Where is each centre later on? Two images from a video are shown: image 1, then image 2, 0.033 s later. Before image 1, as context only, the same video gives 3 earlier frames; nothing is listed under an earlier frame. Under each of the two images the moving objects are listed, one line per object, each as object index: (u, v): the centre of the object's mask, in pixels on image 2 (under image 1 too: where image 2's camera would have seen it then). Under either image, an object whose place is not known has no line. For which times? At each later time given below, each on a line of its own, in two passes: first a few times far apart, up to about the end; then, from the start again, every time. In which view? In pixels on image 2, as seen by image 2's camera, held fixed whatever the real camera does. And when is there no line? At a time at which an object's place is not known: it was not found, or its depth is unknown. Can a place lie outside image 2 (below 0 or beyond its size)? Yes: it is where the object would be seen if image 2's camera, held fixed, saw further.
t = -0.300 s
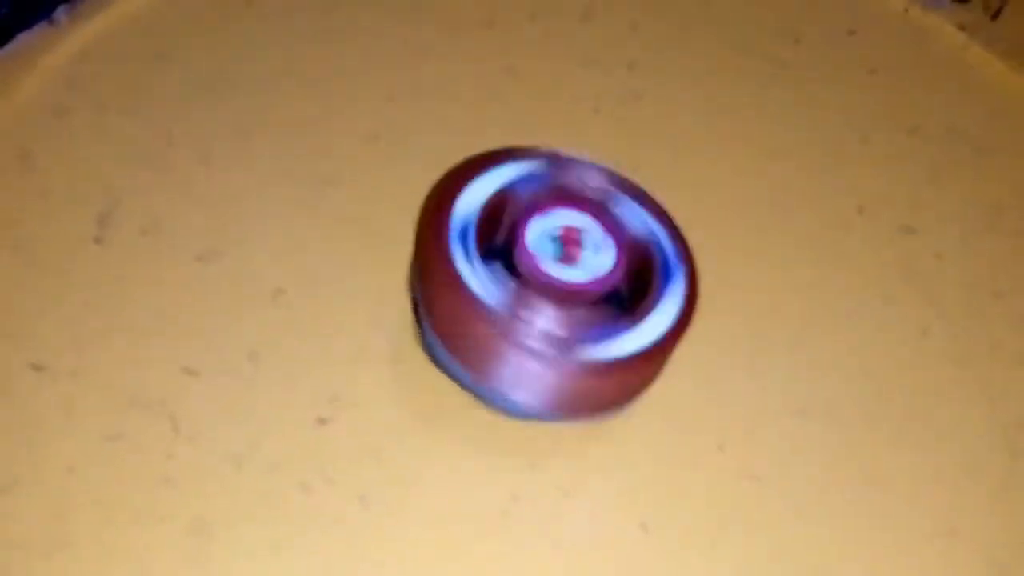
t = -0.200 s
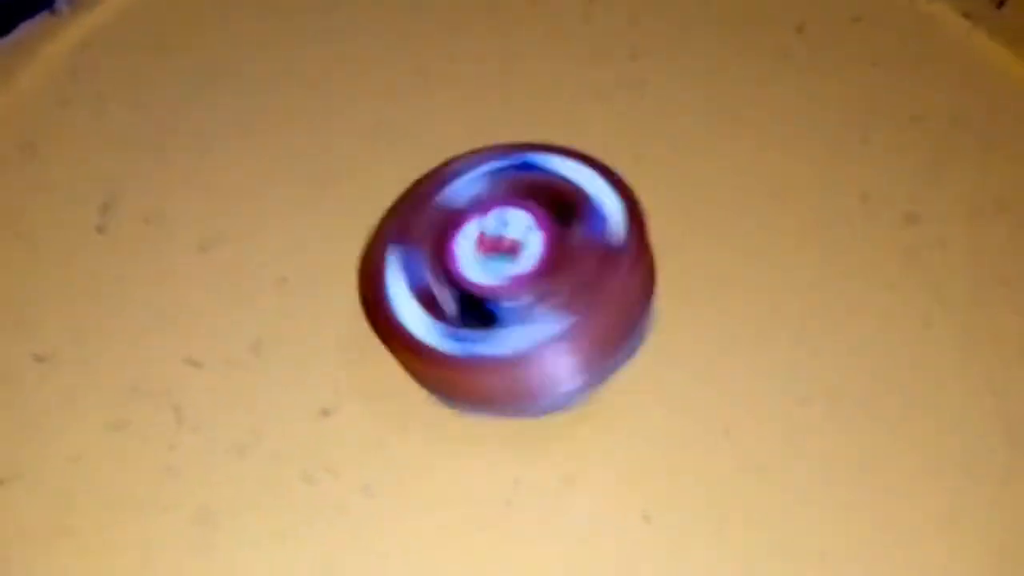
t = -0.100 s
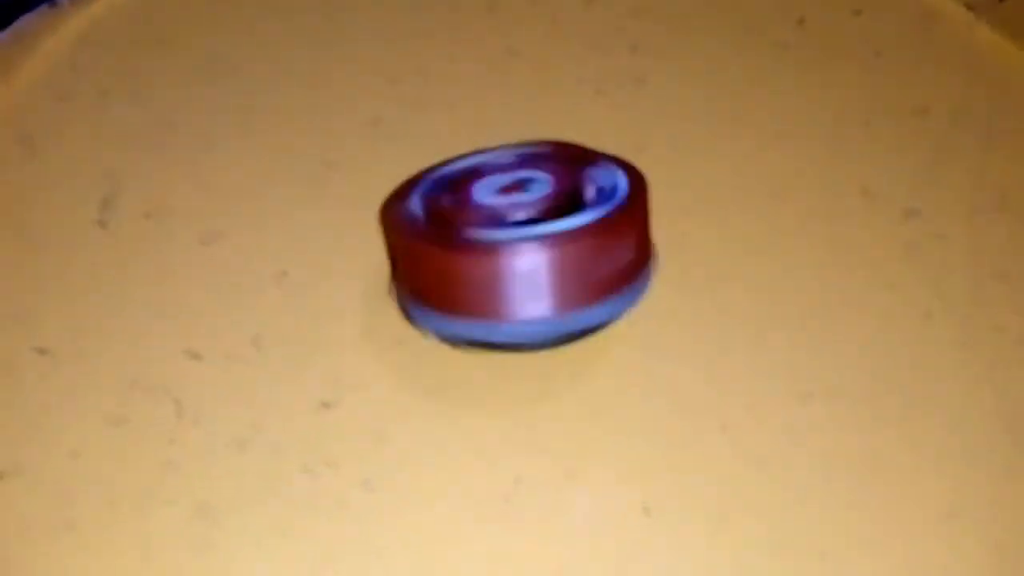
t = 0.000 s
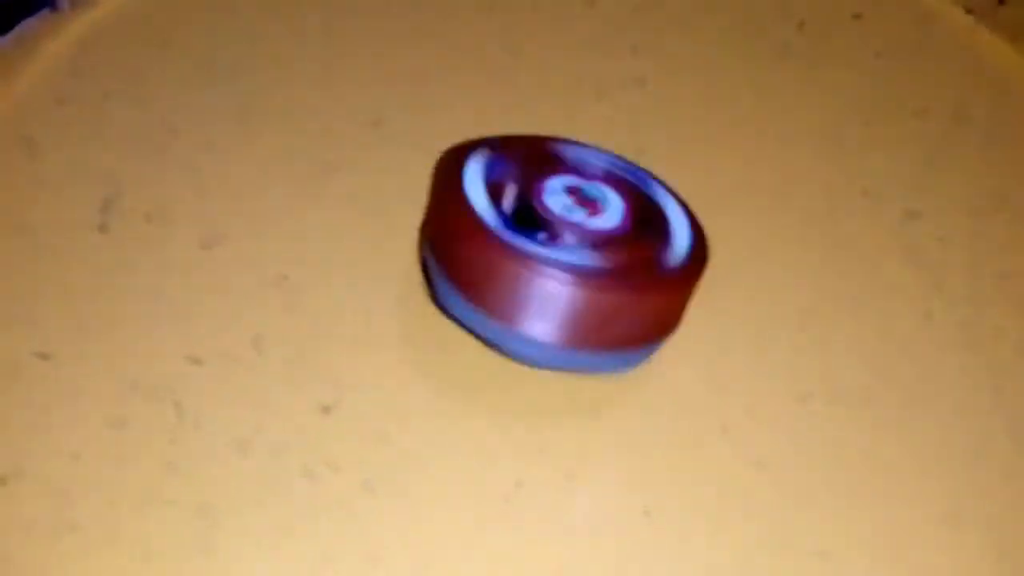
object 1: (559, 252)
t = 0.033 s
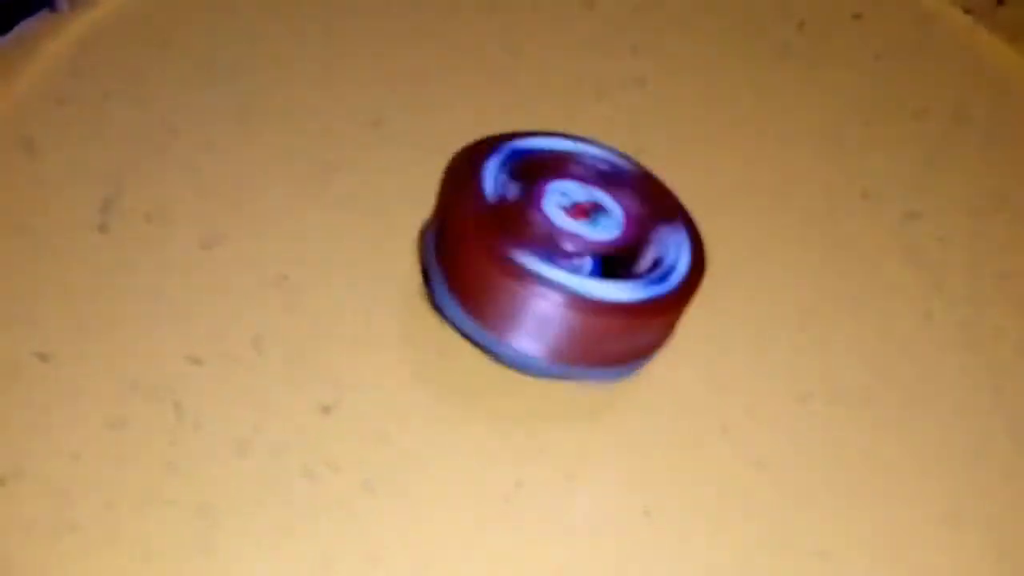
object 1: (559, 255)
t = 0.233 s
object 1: (524, 276)
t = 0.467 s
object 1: (548, 249)
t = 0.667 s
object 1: (569, 279)
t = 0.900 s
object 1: (518, 273)
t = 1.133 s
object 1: (534, 249)
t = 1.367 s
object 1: (560, 260)
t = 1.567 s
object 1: (562, 264)
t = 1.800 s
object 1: (570, 251)
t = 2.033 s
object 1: (554, 224)
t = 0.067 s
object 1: (561, 260)
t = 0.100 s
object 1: (562, 268)
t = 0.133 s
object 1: (560, 278)
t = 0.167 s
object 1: (547, 284)
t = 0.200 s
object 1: (530, 284)
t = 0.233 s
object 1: (524, 276)
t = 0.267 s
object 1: (526, 268)
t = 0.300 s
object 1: (524, 263)
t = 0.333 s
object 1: (524, 259)
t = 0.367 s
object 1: (527, 254)
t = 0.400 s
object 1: (533, 247)
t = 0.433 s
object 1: (541, 246)
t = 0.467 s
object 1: (548, 249)
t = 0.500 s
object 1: (560, 251)
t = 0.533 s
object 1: (565, 255)
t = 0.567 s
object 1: (566, 260)
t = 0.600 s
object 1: (572, 269)
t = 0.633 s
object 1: (573, 275)
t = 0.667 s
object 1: (569, 279)
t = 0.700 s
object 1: (560, 281)
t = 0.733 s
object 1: (552, 274)
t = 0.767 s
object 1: (547, 274)
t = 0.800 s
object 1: (535, 278)
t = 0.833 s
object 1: (528, 278)
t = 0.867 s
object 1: (519, 277)
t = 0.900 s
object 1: (518, 273)
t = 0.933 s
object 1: (523, 268)
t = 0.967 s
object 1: (525, 266)
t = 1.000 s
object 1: (522, 261)
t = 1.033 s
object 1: (521, 256)
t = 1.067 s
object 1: (525, 253)
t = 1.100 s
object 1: (529, 250)
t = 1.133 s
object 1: (534, 249)
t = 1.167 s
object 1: (538, 251)
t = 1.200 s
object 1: (542, 252)
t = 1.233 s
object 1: (550, 253)
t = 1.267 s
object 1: (558, 255)
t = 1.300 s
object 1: (559, 257)
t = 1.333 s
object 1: (560, 259)
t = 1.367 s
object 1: (560, 260)
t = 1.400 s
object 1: (561, 262)
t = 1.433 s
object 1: (564, 263)
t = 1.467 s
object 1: (563, 264)
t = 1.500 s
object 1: (563, 264)
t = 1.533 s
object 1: (562, 264)
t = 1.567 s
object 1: (562, 264)
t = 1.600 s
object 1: (561, 263)
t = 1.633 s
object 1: (561, 264)
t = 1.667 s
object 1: (563, 264)
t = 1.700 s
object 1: (567, 263)
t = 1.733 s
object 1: (568, 260)
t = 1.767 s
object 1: (570, 256)
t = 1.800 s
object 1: (570, 251)
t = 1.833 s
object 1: (569, 245)
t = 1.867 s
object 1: (567, 236)
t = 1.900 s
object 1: (564, 230)
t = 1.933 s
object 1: (561, 227)
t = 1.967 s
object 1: (558, 226)
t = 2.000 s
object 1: (555, 224)
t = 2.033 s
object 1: (554, 224)
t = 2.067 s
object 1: (554, 224)
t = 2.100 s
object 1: (555, 224)
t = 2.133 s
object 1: (556, 224)
